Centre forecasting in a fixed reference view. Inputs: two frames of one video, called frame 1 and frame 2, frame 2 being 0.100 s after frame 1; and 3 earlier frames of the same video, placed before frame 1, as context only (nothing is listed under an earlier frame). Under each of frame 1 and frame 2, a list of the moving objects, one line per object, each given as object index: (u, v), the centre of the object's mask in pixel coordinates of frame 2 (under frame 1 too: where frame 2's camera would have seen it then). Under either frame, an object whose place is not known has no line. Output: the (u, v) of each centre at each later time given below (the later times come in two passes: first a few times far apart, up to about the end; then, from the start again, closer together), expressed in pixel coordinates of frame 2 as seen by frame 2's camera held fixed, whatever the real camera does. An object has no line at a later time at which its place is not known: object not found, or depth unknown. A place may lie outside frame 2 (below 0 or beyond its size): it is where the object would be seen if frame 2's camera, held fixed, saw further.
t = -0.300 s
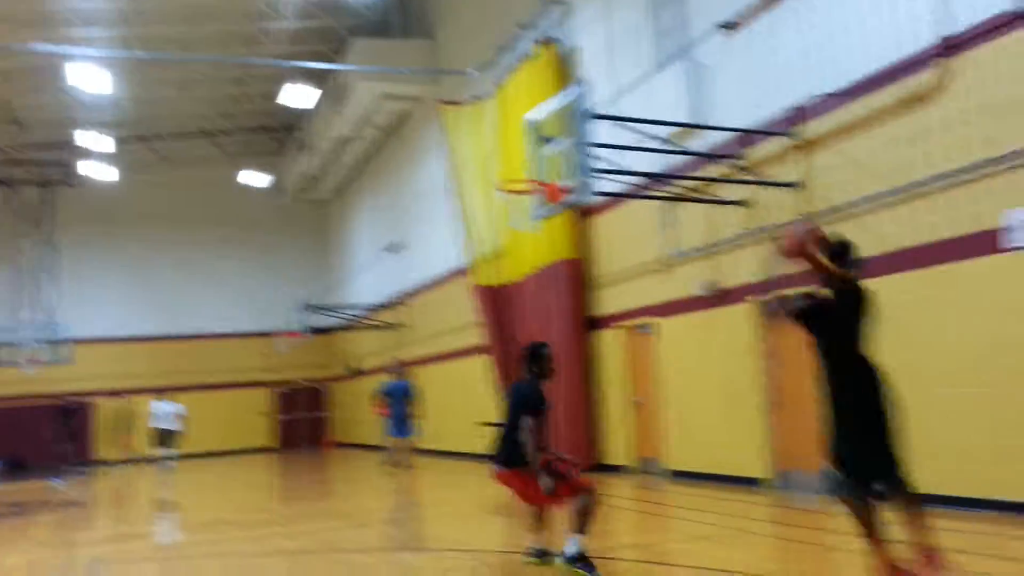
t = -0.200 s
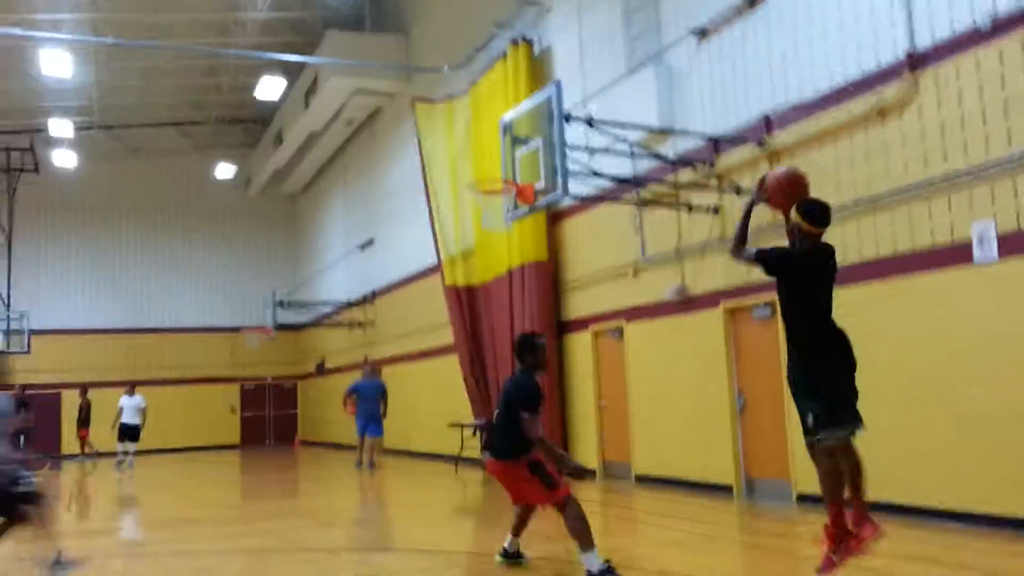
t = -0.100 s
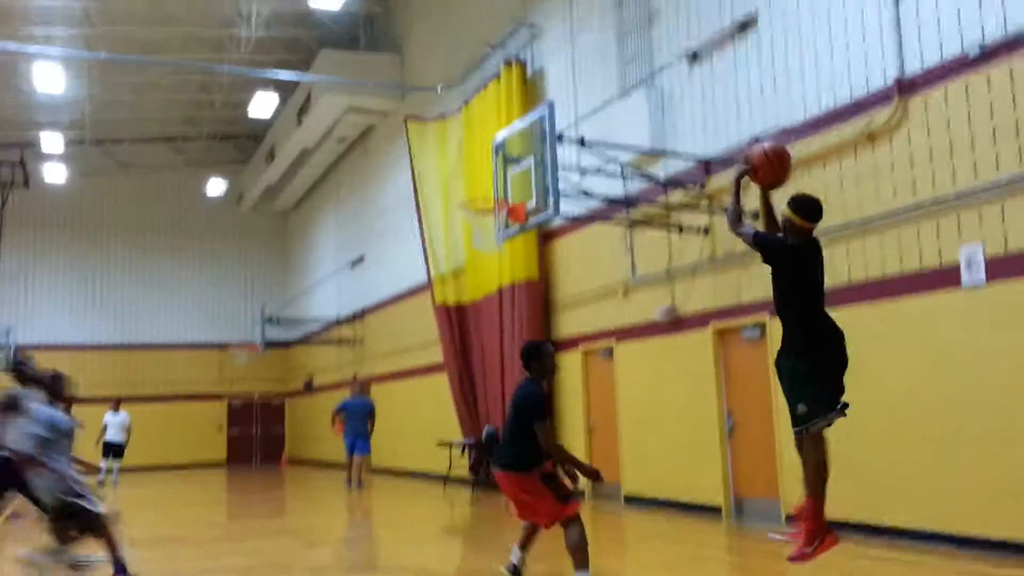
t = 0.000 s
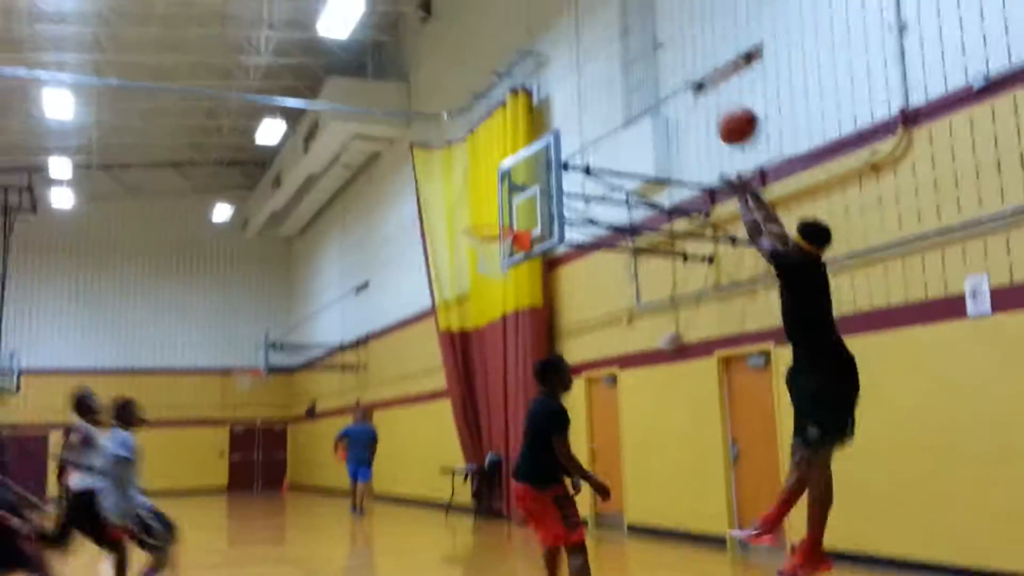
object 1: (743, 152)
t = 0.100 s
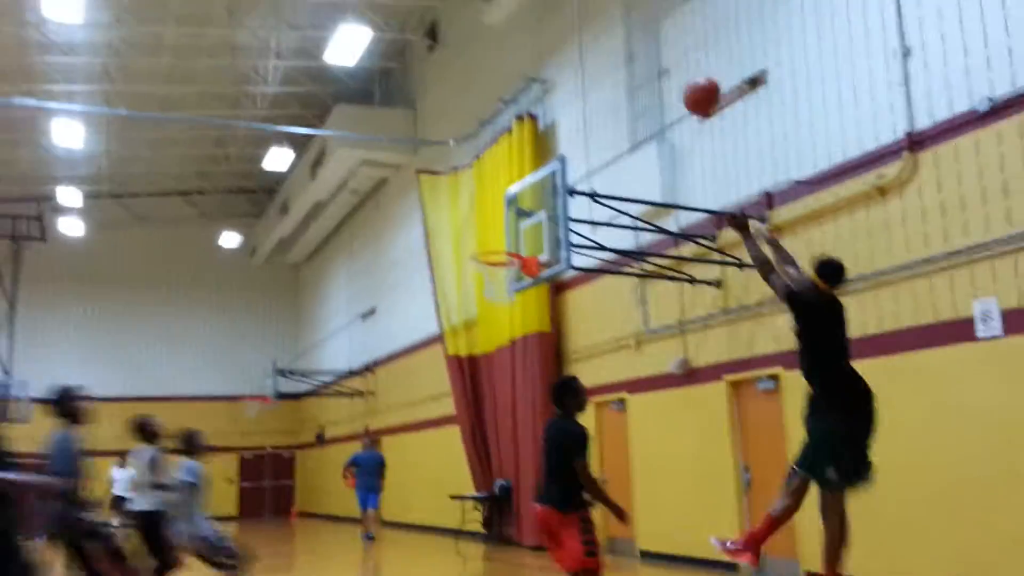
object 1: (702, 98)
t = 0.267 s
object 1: (646, 47)
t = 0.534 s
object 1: (582, 55)
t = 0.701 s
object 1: (550, 97)
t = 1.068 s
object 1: (500, 269)
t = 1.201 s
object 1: (492, 325)
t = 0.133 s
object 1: (689, 81)
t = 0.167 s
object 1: (677, 71)
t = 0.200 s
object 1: (667, 62)
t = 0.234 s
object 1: (655, 53)
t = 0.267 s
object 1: (646, 47)
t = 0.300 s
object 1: (637, 44)
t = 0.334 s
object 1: (628, 42)
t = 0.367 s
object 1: (619, 40)
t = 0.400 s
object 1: (610, 41)
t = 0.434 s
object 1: (603, 43)
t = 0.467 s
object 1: (596, 45)
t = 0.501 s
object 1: (589, 49)
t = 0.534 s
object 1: (582, 55)
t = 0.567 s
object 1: (575, 62)
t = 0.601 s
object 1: (569, 70)
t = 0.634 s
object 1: (562, 79)
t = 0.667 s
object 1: (556, 88)
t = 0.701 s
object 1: (550, 97)
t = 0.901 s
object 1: (521, 180)
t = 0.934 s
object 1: (516, 199)
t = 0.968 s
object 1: (512, 216)
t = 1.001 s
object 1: (508, 233)
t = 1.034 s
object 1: (503, 252)
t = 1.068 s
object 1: (500, 269)
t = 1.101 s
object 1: (497, 289)
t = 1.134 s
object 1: (495, 299)
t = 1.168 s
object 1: (494, 312)
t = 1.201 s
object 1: (492, 325)
